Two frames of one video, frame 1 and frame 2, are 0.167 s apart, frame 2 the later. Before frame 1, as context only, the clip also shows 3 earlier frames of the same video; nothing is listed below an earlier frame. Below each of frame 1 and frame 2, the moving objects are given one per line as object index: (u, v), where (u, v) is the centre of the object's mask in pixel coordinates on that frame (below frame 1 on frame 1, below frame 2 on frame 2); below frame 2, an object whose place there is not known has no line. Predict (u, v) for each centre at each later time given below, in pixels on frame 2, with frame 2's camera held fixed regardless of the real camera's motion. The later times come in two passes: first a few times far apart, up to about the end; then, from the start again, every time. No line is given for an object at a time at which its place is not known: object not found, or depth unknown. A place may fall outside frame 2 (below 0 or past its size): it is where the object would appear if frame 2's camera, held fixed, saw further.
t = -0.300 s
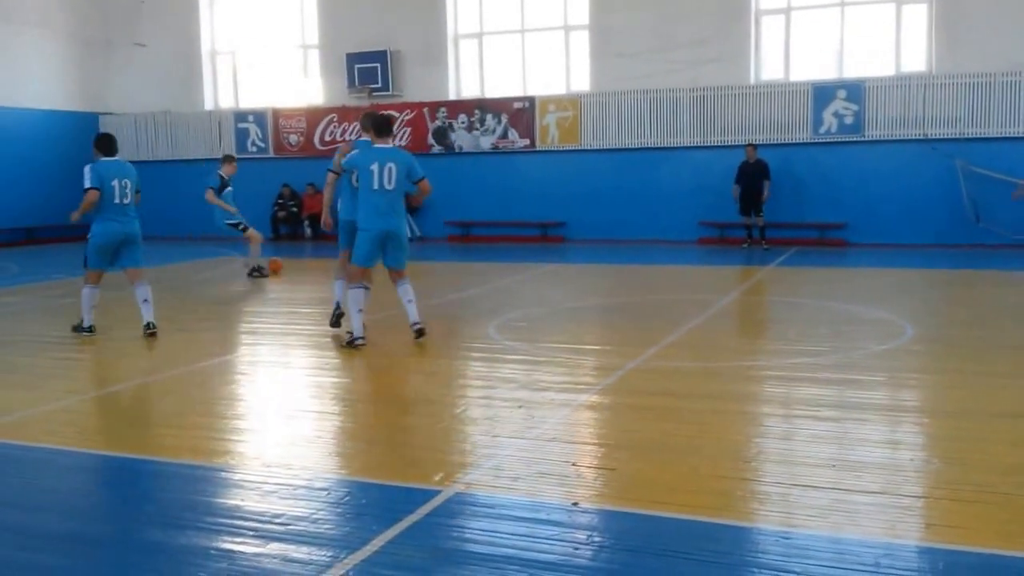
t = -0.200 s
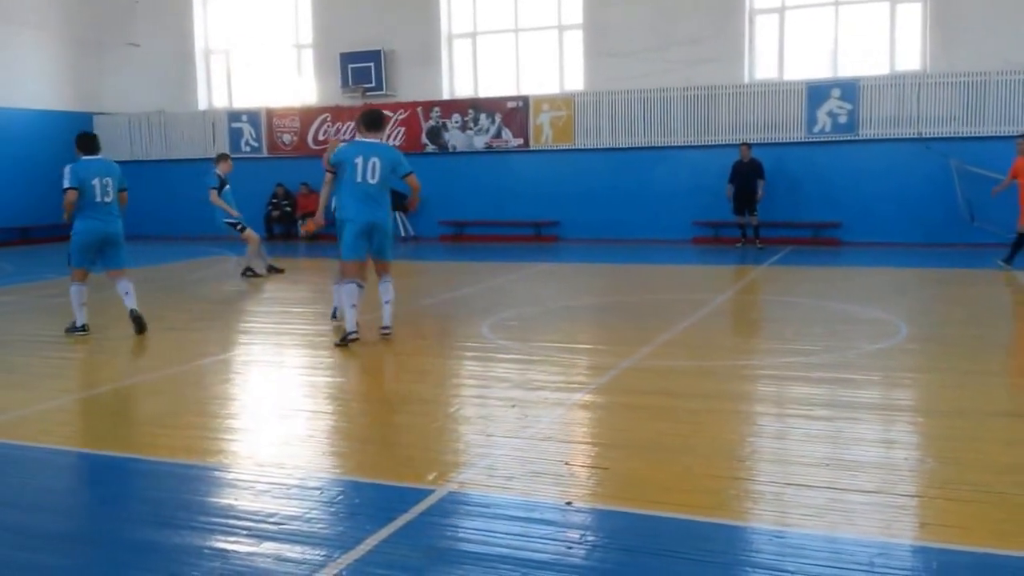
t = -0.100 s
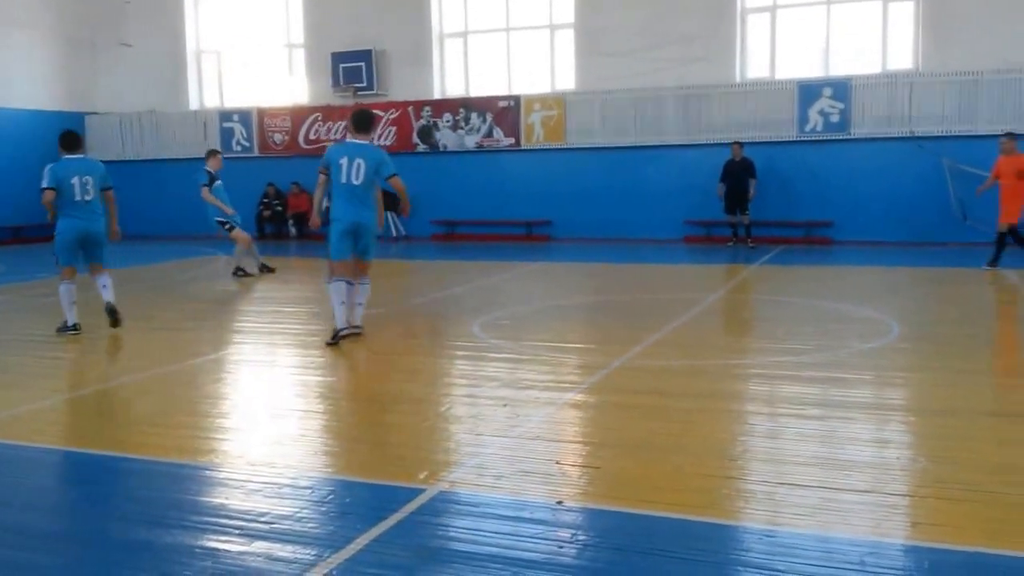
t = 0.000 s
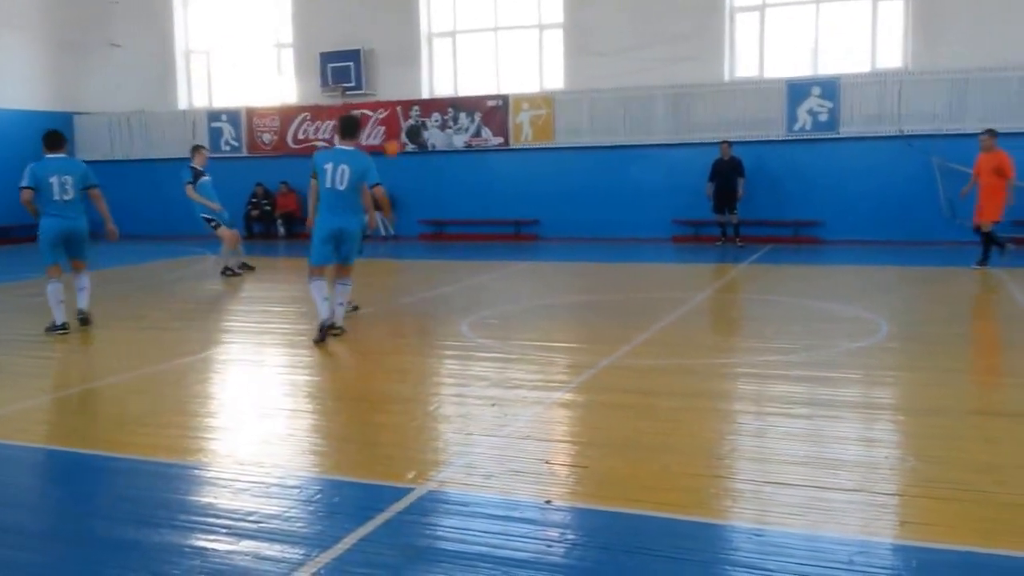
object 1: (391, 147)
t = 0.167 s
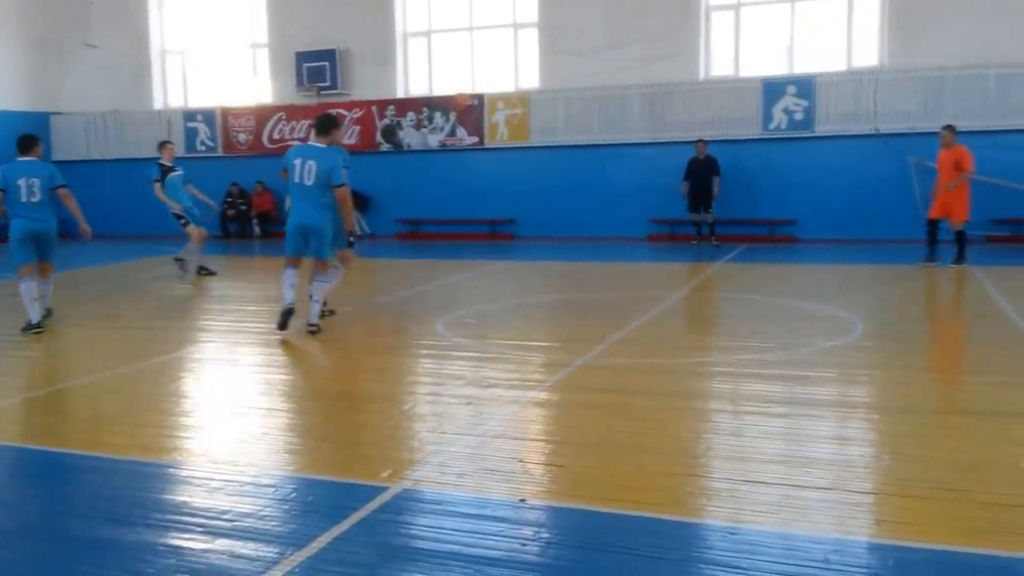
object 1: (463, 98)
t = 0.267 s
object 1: (515, 78)
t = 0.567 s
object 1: (729, 47)
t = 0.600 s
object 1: (755, 48)
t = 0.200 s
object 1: (476, 93)
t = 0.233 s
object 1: (494, 86)
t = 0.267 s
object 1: (515, 78)
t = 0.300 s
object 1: (538, 72)
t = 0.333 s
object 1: (561, 66)
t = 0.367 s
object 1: (583, 60)
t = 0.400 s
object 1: (606, 56)
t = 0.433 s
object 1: (630, 52)
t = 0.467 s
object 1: (654, 50)
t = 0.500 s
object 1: (678, 48)
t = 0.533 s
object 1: (704, 47)
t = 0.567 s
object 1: (729, 47)
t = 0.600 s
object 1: (755, 48)
